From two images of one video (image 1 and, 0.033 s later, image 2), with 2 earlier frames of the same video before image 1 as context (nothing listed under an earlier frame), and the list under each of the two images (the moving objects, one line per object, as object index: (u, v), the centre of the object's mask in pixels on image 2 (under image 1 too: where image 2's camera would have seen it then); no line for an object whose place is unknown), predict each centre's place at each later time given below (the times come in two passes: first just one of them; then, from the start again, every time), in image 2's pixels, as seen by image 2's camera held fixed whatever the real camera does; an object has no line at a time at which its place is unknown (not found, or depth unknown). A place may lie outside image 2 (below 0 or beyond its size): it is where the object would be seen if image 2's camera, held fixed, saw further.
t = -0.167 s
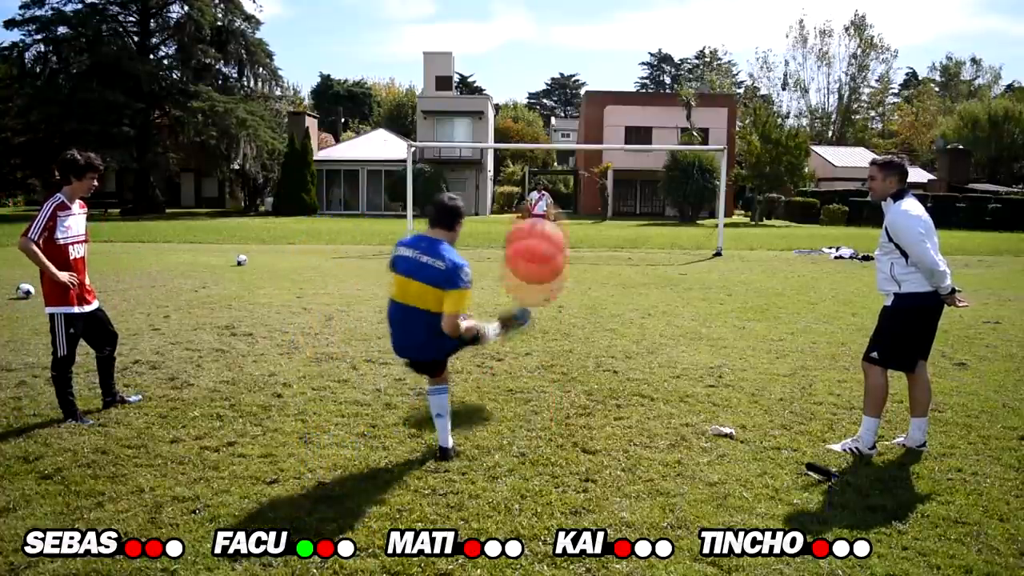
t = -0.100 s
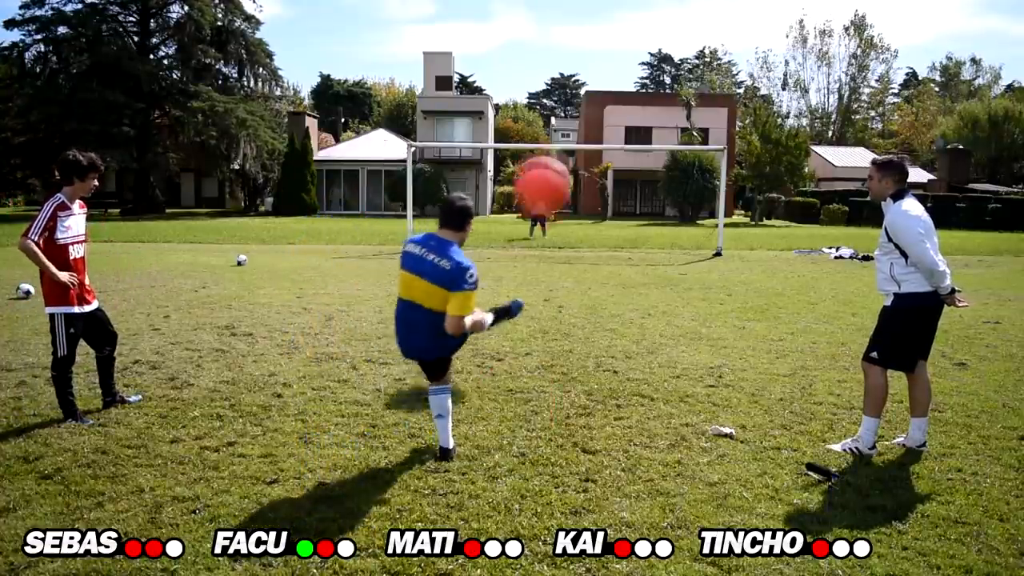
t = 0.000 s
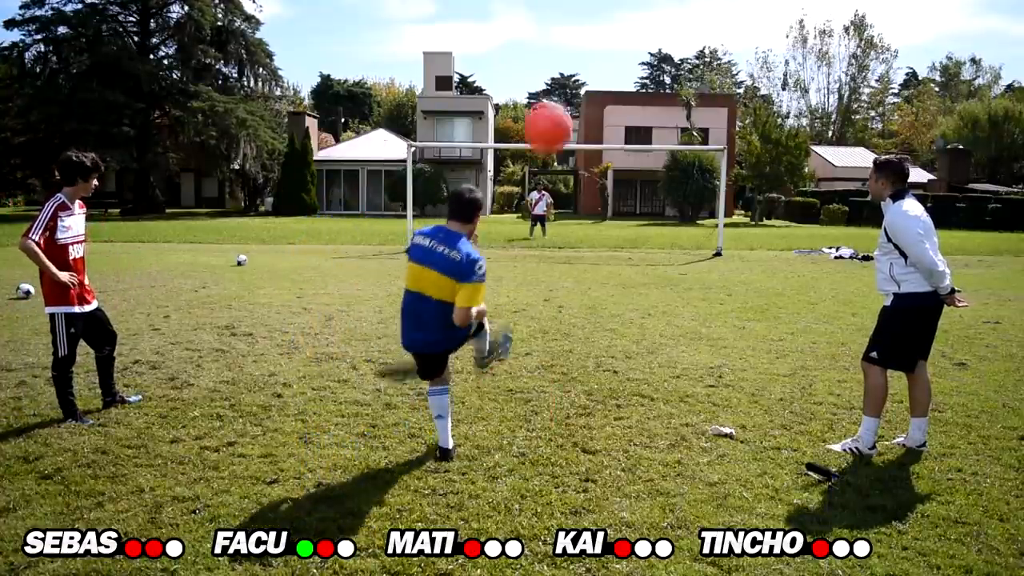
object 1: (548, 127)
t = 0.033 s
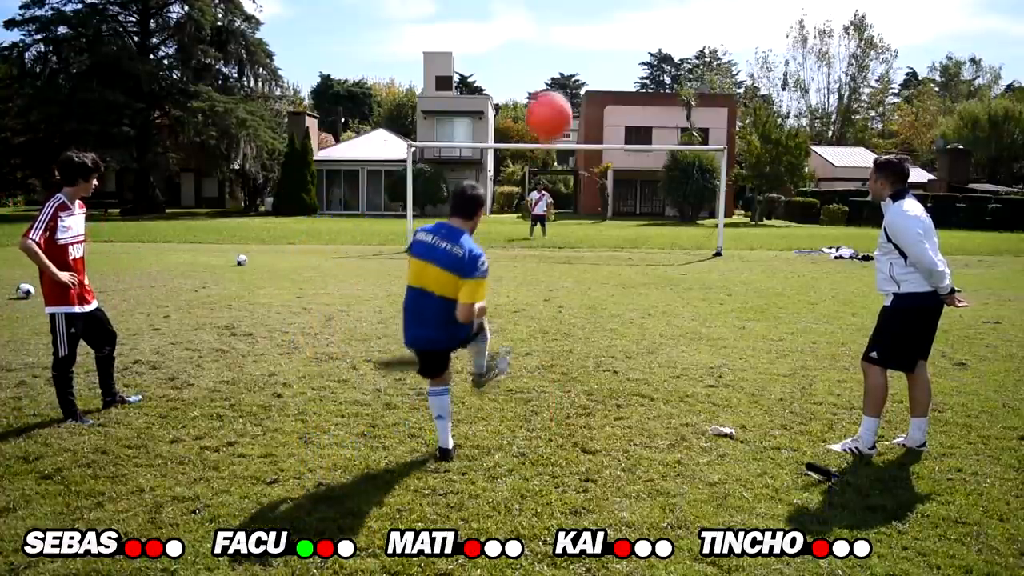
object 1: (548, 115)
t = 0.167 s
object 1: (551, 95)
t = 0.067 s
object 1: (550, 106)
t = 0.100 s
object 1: (551, 100)
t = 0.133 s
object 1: (551, 96)
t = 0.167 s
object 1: (551, 95)
